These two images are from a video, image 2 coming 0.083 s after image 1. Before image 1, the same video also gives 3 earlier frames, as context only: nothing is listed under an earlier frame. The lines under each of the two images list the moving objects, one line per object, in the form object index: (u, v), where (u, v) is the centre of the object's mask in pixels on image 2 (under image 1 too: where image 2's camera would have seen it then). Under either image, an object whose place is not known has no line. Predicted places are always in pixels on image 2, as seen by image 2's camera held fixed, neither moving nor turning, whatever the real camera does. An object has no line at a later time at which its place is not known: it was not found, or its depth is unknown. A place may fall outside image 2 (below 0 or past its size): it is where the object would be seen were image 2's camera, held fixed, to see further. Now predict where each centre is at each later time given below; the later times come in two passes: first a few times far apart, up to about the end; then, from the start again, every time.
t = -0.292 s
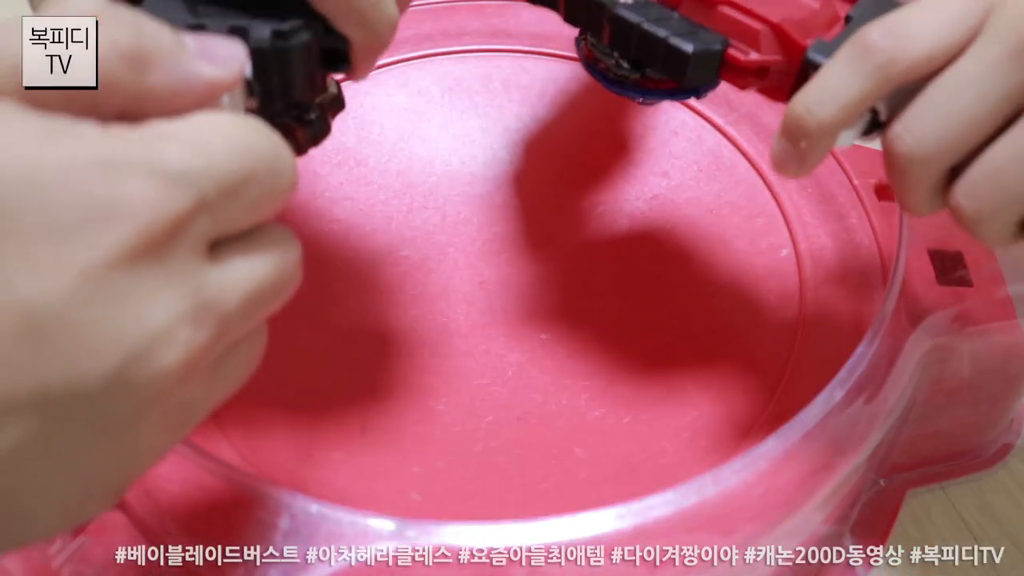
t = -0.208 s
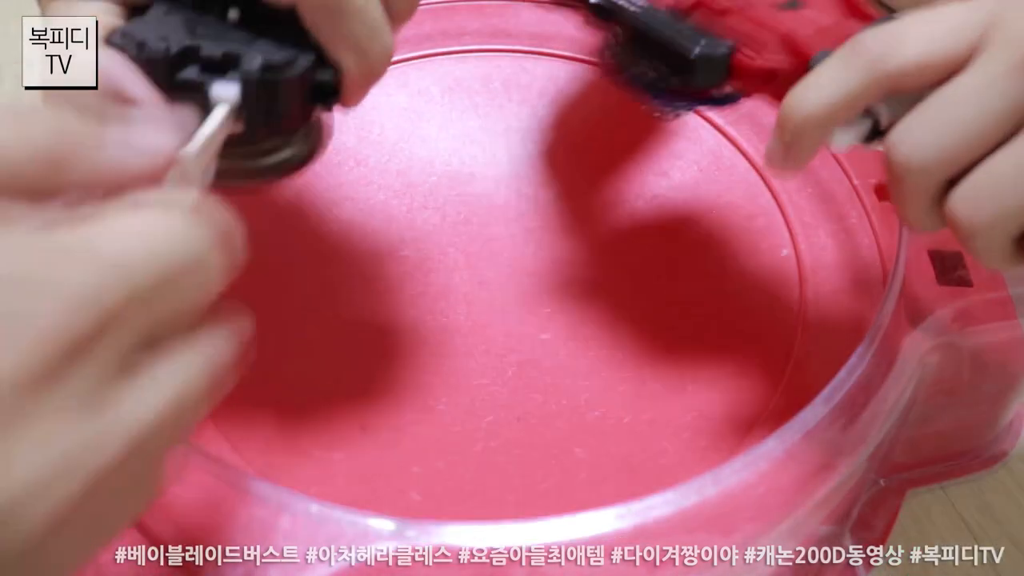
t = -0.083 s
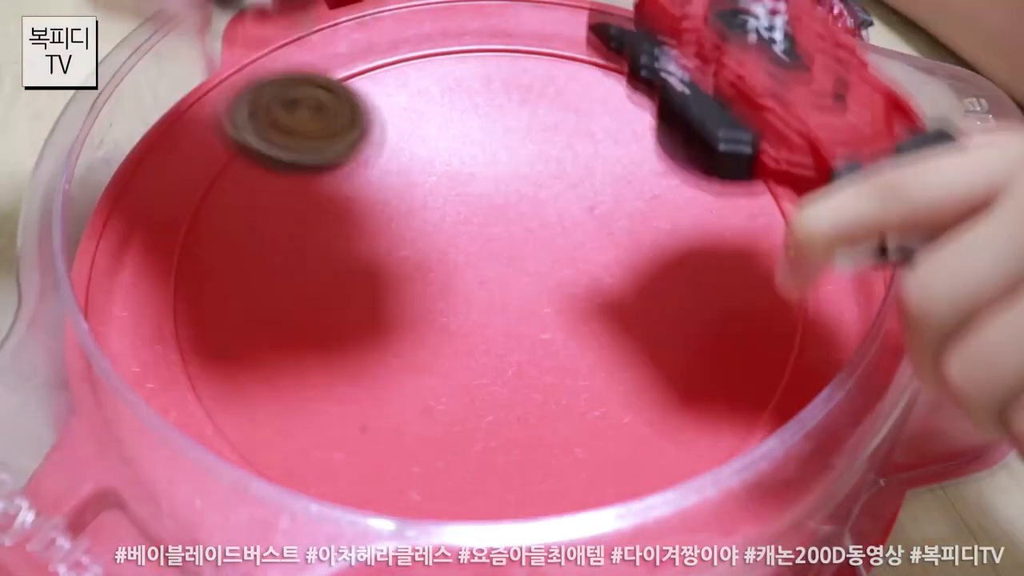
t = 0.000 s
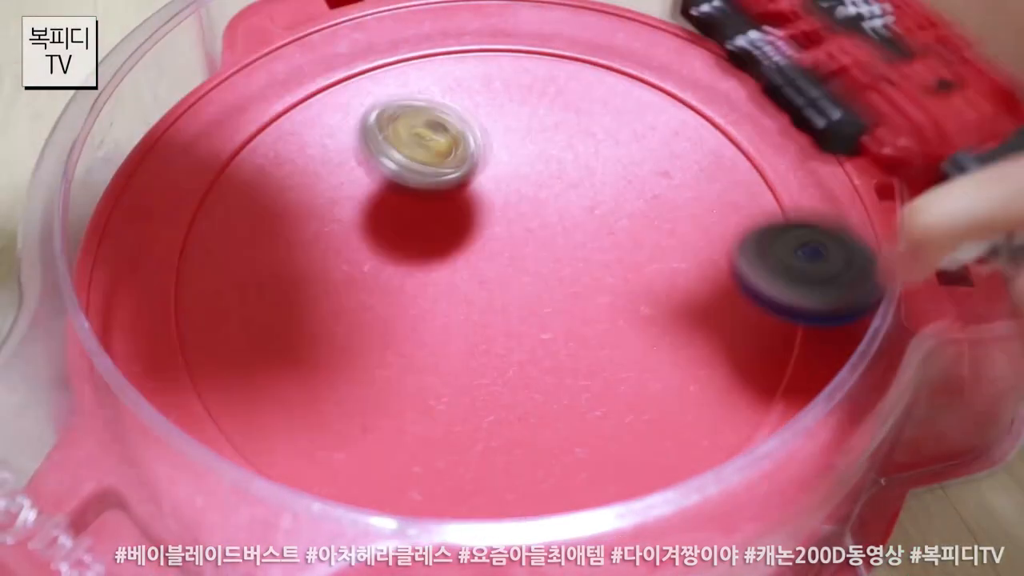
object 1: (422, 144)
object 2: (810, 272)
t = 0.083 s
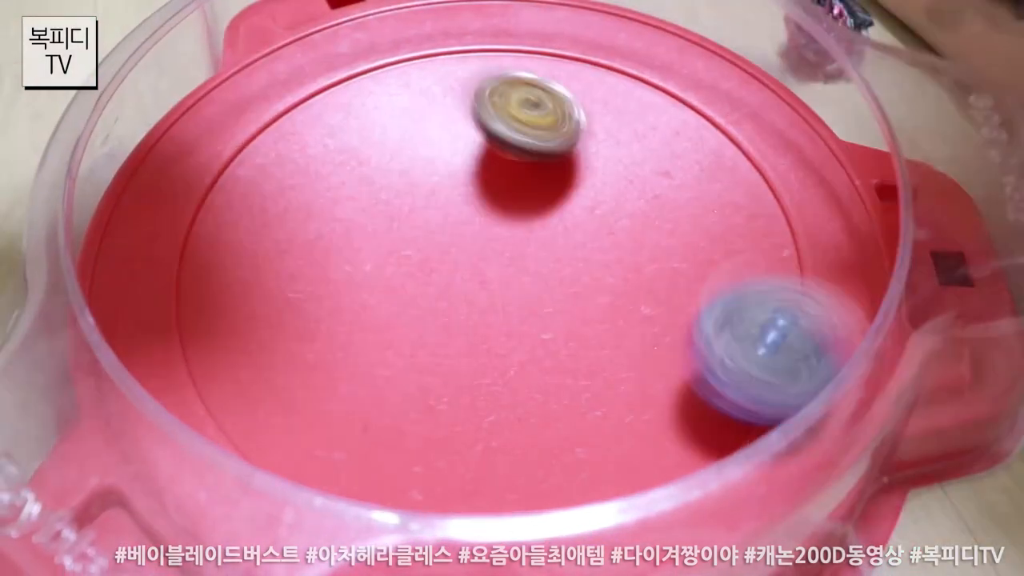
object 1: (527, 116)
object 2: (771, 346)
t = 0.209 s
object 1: (633, 85)
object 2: (576, 396)
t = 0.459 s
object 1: (663, 136)
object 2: (279, 280)
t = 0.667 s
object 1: (510, 236)
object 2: (496, 101)
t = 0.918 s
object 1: (404, 254)
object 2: (804, 212)
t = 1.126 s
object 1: (451, 221)
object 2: (596, 451)
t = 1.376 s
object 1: (508, 205)
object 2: (274, 237)
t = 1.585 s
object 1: (516, 188)
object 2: (431, 29)
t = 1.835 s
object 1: (494, 181)
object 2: (738, 119)
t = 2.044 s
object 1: (502, 195)
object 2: (655, 364)
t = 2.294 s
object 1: (510, 256)
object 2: (242, 319)
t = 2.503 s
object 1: (516, 259)
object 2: (268, 92)
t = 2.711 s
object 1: (518, 256)
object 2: (558, 42)
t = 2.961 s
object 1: (503, 258)
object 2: (761, 258)
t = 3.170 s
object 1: (499, 248)
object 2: (583, 456)
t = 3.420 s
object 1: (502, 274)
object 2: (226, 347)
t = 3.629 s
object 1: (451, 304)
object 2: (303, 137)
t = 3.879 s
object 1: (441, 340)
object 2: (577, 68)
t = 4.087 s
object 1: (468, 330)
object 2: (773, 178)
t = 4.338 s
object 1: (425, 281)
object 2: (632, 421)
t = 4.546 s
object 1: (395, 248)
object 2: (319, 399)
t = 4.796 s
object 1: (393, 242)
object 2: (240, 164)
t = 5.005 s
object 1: (415, 234)
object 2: (407, 55)
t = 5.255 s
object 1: (440, 190)
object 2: (653, 121)
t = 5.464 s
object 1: (428, 201)
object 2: (727, 299)
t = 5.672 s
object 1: (481, 196)
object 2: (548, 450)
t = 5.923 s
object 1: (496, 200)
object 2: (257, 353)
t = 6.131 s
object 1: (501, 219)
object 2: (297, 174)
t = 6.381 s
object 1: (555, 216)
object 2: (510, 82)
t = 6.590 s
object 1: (528, 214)
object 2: (697, 135)
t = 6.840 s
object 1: (539, 239)
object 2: (715, 328)
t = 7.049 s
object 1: (548, 256)
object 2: (479, 420)
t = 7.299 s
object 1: (549, 257)
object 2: (260, 284)
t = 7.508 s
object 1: (540, 275)
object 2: (307, 127)
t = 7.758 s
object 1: (502, 294)
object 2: (520, 91)
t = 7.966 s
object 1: (475, 283)
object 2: (671, 187)
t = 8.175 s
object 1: (468, 277)
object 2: (679, 351)
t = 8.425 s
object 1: (450, 271)
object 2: (421, 433)
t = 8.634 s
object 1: (439, 252)
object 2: (285, 299)
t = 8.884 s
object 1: (467, 234)
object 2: (350, 129)
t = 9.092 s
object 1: (463, 222)
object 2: (504, 86)
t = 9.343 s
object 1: (467, 208)
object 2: (657, 187)
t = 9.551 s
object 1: (485, 208)
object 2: (626, 334)
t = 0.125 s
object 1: (571, 92)
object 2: (717, 350)
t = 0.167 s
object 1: (605, 87)
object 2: (653, 361)
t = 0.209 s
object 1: (633, 85)
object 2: (576, 396)
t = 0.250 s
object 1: (654, 74)
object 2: (496, 407)
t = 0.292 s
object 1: (670, 95)
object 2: (425, 408)
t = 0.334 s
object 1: (679, 98)
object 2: (360, 396)
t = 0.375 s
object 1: (680, 111)
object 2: (312, 365)
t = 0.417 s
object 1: (676, 126)
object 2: (286, 323)
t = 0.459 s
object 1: (663, 136)
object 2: (279, 280)
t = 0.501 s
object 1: (643, 159)
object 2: (295, 234)
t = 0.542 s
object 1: (619, 179)
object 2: (328, 192)
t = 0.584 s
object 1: (586, 204)
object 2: (375, 153)
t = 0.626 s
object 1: (549, 222)
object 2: (434, 122)
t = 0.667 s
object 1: (510, 236)
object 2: (496, 101)
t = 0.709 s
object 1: (474, 252)
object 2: (562, 90)
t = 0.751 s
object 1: (445, 260)
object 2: (627, 91)
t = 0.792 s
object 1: (424, 264)
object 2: (694, 101)
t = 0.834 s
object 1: (411, 264)
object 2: (754, 119)
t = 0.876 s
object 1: (405, 261)
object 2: (784, 161)
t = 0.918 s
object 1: (404, 254)
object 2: (804, 212)
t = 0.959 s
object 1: (409, 249)
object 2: (808, 273)
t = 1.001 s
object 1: (419, 241)
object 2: (790, 333)
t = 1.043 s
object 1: (430, 235)
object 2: (752, 389)
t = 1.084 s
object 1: (442, 228)
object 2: (687, 436)
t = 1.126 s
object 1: (451, 221)
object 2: (596, 451)
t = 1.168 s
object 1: (465, 214)
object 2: (509, 458)
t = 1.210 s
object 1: (478, 209)
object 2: (417, 444)
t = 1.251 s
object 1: (491, 207)
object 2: (348, 406)
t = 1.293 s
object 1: (499, 205)
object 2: (302, 351)
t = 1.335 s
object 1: (505, 206)
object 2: (279, 290)
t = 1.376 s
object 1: (508, 205)
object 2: (274, 237)
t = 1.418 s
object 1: (510, 204)
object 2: (282, 179)
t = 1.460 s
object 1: (513, 200)
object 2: (306, 127)
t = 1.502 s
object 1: (516, 196)
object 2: (337, 79)
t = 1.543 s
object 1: (518, 191)
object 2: (380, 43)
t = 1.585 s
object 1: (516, 188)
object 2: (431, 29)
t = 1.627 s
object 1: (510, 186)
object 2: (495, 32)
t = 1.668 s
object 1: (504, 184)
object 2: (553, 33)
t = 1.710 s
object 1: (501, 184)
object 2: (606, 43)
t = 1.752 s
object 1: (499, 183)
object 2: (652, 62)
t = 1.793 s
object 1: (497, 183)
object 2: (702, 89)
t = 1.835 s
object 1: (494, 181)
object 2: (738, 119)
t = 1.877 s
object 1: (493, 181)
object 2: (760, 162)
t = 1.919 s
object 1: (496, 182)
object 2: (768, 214)
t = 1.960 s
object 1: (499, 183)
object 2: (747, 270)
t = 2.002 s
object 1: (499, 187)
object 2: (710, 319)
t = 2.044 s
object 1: (502, 195)
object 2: (655, 364)
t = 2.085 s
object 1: (505, 205)
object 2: (586, 399)
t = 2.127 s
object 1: (507, 217)
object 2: (509, 414)
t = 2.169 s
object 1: (511, 229)
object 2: (429, 411)
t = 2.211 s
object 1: (512, 240)
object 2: (350, 392)
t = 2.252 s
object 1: (511, 249)
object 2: (289, 362)
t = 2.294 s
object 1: (510, 256)
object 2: (242, 319)
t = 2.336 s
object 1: (509, 259)
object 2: (214, 274)
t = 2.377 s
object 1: (510, 263)
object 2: (197, 222)
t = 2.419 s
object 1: (513, 263)
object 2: (200, 174)
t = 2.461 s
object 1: (513, 262)
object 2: (224, 131)
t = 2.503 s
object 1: (516, 259)
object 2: (268, 92)
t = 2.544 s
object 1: (520, 258)
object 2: (318, 59)
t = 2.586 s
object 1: (522, 257)
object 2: (377, 40)
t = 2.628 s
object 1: (522, 256)
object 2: (441, 34)
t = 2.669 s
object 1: (520, 255)
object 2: (502, 35)
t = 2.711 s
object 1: (518, 256)
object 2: (558, 42)
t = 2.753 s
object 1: (516, 257)
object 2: (606, 64)
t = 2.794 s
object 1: (513, 258)
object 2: (650, 93)
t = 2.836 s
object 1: (510, 258)
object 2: (689, 127)
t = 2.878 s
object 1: (506, 259)
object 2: (723, 164)
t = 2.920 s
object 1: (504, 258)
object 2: (748, 210)
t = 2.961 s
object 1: (503, 258)
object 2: (761, 258)
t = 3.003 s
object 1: (501, 256)
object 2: (762, 309)
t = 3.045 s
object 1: (498, 252)
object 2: (749, 358)
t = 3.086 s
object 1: (497, 253)
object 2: (713, 403)
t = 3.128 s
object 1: (499, 251)
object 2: (650, 437)
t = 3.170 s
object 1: (499, 248)
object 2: (583, 456)
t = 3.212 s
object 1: (504, 250)
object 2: (507, 468)
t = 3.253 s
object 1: (506, 253)
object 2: (428, 465)
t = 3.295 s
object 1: (506, 258)
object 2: (365, 451)
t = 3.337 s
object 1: (506, 269)
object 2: (302, 427)
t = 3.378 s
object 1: (506, 273)
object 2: (259, 391)
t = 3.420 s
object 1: (502, 274)
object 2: (226, 347)
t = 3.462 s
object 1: (497, 278)
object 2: (220, 296)
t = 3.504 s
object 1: (486, 281)
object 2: (228, 253)
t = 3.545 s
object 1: (475, 288)
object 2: (244, 208)
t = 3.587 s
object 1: (463, 294)
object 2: (272, 172)
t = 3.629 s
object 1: (451, 304)
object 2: (303, 137)
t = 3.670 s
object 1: (443, 311)
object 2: (344, 111)
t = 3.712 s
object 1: (435, 321)
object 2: (386, 88)
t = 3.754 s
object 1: (432, 328)
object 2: (434, 75)
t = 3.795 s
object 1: (431, 335)
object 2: (481, 65)
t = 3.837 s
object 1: (435, 337)
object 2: (529, 65)
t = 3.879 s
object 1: (441, 340)
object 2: (577, 68)
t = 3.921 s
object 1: (448, 338)
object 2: (621, 75)
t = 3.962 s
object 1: (456, 339)
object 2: (669, 90)
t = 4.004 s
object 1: (462, 336)
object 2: (710, 108)
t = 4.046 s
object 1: (468, 334)
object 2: (747, 139)
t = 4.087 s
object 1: (468, 330)
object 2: (773, 178)
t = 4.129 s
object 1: (467, 324)
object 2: (783, 223)
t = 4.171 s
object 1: (462, 319)
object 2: (781, 265)
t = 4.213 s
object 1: (454, 309)
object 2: (765, 312)
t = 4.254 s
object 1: (445, 299)
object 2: (736, 358)
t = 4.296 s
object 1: (435, 292)
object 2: (693, 392)
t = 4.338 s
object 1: (425, 281)
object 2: (632, 421)
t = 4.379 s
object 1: (416, 274)
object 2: (567, 440)
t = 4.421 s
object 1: (408, 265)
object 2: (500, 446)
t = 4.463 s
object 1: (402, 259)
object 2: (432, 442)
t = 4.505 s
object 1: (397, 252)
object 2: (371, 426)
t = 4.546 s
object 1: (395, 248)
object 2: (319, 399)
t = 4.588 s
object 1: (393, 244)
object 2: (273, 367)
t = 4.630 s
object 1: (393, 242)
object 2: (242, 327)
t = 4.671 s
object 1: (394, 240)
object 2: (223, 285)
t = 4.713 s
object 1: (395, 241)
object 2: (218, 241)
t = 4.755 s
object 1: (394, 243)
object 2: (224, 200)
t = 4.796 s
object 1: (393, 242)
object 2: (240, 164)
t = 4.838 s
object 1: (397, 238)
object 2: (264, 132)
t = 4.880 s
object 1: (403, 236)
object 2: (292, 104)
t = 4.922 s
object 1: (408, 235)
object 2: (326, 81)
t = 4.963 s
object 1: (411, 236)
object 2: (365, 65)
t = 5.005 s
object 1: (415, 234)
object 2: (407, 55)
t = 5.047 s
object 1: (420, 228)
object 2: (450, 50)
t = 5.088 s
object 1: (428, 220)
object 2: (495, 54)
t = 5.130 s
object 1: (432, 214)
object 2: (537, 61)
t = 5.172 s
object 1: (437, 206)
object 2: (577, 76)
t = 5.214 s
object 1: (440, 197)
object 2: (616, 96)
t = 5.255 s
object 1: (440, 190)
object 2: (653, 121)
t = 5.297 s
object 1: (440, 188)
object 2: (686, 151)
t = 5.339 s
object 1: (439, 189)
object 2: (710, 185)
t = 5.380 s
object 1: (436, 193)
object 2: (724, 220)
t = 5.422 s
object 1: (432, 198)
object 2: (729, 258)
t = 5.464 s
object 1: (428, 201)
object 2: (727, 299)
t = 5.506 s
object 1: (428, 202)
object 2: (715, 341)
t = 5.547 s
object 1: (436, 202)
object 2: (696, 377)
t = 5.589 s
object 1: (451, 202)
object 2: (657, 410)
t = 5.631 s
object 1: (466, 200)
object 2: (607, 434)
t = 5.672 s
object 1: (481, 196)
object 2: (548, 450)
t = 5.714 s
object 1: (495, 190)
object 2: (487, 456)
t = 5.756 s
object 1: (507, 186)
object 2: (427, 453)
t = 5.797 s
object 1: (512, 185)
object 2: (372, 440)
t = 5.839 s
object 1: (511, 189)
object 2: (324, 420)
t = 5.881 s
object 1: (505, 194)
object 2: (282, 390)
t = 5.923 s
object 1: (496, 200)
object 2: (257, 353)
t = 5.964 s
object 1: (486, 203)
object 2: (245, 314)
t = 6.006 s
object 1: (480, 206)
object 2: (246, 275)
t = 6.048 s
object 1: (482, 210)
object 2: (255, 238)
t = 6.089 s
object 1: (488, 215)
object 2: (272, 203)
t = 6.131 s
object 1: (501, 219)
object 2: (297, 174)
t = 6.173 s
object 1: (517, 223)
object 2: (324, 146)
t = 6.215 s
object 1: (532, 222)
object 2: (355, 124)
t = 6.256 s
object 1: (546, 219)
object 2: (389, 104)
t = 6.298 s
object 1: (554, 217)
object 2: (432, 91)
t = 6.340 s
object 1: (557, 216)
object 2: (472, 83)
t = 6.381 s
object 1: (555, 216)
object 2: (510, 82)
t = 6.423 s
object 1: (552, 215)
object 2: (552, 81)
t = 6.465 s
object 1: (545, 215)
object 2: (590, 86)
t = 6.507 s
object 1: (538, 215)
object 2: (627, 100)
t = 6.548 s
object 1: (532, 215)
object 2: (664, 113)
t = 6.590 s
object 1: (528, 214)
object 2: (697, 135)
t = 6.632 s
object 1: (527, 211)
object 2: (722, 159)
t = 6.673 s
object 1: (528, 209)
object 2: (739, 188)
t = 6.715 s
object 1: (533, 211)
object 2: (746, 223)
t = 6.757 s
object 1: (538, 216)
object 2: (743, 258)
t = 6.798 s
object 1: (538, 227)
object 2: (733, 292)
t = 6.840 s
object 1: (539, 239)
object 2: (715, 328)
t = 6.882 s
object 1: (542, 247)
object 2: (681, 364)
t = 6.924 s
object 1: (543, 251)
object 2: (635, 389)
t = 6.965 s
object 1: (545, 255)
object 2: (591, 408)
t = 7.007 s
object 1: (547, 257)
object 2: (533, 419)
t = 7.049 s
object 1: (548, 256)
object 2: (479, 420)
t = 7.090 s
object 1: (548, 256)
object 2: (423, 414)
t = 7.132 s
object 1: (549, 256)
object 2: (376, 398)
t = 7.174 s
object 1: (549, 254)
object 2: (333, 376)
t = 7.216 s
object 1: (549, 256)
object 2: (299, 347)
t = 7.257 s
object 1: (550, 254)
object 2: (275, 316)
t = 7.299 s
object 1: (549, 257)
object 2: (260, 284)
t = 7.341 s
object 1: (549, 258)
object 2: (251, 247)
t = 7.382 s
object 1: (548, 260)
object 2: (256, 217)
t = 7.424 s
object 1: (547, 265)
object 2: (265, 184)
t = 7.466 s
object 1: (544, 268)
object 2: (283, 154)
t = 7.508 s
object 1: (540, 275)
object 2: (307, 127)
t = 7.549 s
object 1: (536, 279)
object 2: (336, 107)
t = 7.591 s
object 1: (531, 284)
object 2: (371, 92)
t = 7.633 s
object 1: (525, 287)
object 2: (407, 83)
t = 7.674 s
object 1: (518, 291)
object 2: (446, 80)
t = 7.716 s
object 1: (510, 293)
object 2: (484, 82)
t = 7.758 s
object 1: (502, 294)
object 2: (520, 91)
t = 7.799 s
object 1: (495, 293)
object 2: (557, 104)
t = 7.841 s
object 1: (488, 292)
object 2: (589, 117)
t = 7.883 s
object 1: (483, 288)
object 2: (621, 139)
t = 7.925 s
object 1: (479, 286)
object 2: (651, 161)
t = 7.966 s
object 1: (475, 283)
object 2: (671, 187)
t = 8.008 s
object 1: (473, 282)
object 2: (688, 217)
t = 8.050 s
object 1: (471, 280)
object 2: (696, 246)
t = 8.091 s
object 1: (472, 279)
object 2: (697, 284)
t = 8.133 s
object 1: (470, 279)
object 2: (690, 316)
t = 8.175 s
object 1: (468, 277)
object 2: (679, 351)
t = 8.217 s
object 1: (466, 277)
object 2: (654, 383)
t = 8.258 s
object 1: (463, 276)
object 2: (615, 411)
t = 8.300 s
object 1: (461, 276)
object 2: (573, 430)
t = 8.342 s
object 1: (457, 275)
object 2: (522, 439)
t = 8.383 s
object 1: (453, 273)
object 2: (470, 439)
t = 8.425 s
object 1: (450, 271)
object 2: (421, 433)
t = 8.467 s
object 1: (447, 268)
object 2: (378, 414)
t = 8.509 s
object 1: (444, 264)
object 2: (342, 391)
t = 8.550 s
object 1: (442, 260)
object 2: (312, 362)
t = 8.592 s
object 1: (440, 256)
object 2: (294, 331)
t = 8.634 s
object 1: (439, 252)
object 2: (285, 299)
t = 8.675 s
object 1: (439, 248)
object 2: (284, 267)
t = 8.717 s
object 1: (438, 245)
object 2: (293, 235)
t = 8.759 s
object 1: (445, 241)
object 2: (299, 204)
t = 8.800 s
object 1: (456, 238)
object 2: (313, 179)
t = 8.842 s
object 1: (463, 236)
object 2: (328, 151)
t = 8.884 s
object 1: (467, 234)
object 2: (350, 129)
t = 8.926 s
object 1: (469, 232)
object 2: (376, 112)
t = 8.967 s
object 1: (469, 230)
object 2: (406, 99)
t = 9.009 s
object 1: (467, 228)
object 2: (438, 89)
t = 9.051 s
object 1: (465, 225)
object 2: (471, 85)
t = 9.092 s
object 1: (463, 222)
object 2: (504, 86)
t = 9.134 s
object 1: (462, 220)
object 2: (535, 90)
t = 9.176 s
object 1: (461, 218)
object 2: (564, 100)
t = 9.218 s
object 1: (461, 215)
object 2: (592, 116)
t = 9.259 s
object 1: (461, 212)
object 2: (619, 134)
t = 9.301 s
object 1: (463, 209)
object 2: (640, 160)
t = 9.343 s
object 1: (467, 208)
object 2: (657, 187)
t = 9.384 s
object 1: (471, 208)
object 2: (665, 215)
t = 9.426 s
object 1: (473, 208)
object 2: (666, 245)
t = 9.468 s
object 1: (477, 207)
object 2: (659, 273)
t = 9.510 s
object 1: (481, 208)
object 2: (645, 304)
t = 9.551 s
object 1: (485, 208)
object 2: (626, 334)
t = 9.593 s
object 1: (489, 209)
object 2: (601, 361)
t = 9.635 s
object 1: (493, 210)
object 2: (569, 381)
